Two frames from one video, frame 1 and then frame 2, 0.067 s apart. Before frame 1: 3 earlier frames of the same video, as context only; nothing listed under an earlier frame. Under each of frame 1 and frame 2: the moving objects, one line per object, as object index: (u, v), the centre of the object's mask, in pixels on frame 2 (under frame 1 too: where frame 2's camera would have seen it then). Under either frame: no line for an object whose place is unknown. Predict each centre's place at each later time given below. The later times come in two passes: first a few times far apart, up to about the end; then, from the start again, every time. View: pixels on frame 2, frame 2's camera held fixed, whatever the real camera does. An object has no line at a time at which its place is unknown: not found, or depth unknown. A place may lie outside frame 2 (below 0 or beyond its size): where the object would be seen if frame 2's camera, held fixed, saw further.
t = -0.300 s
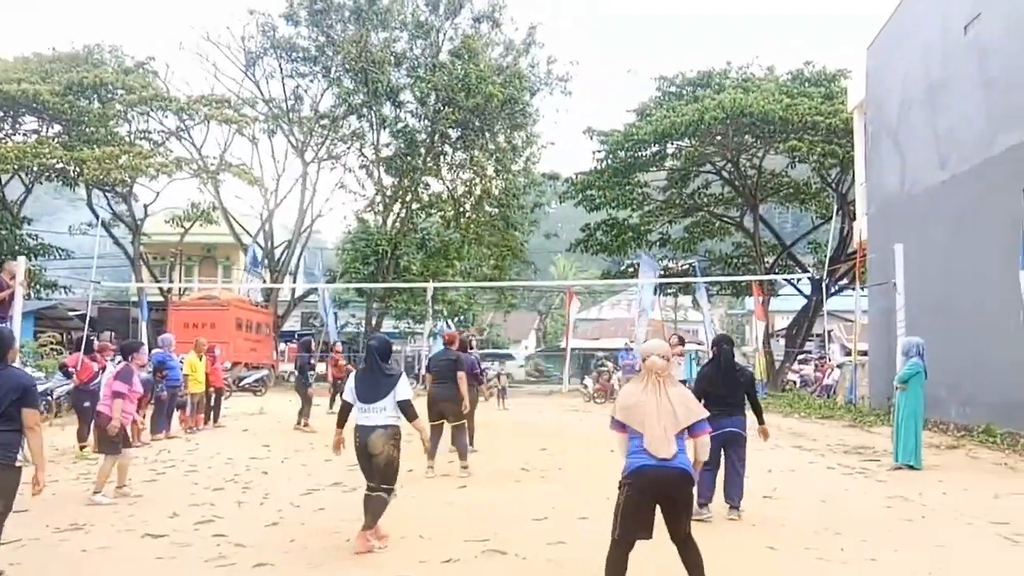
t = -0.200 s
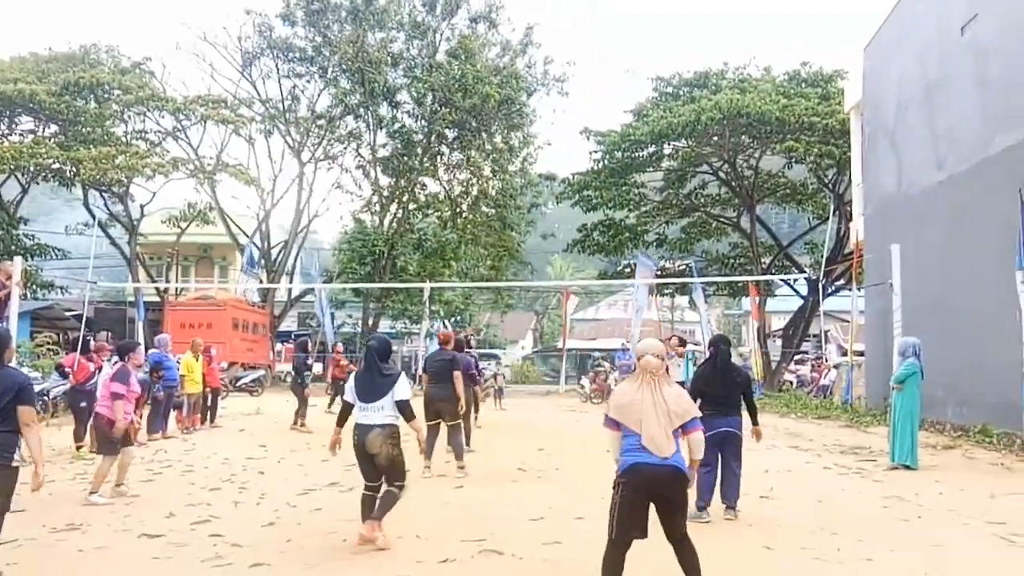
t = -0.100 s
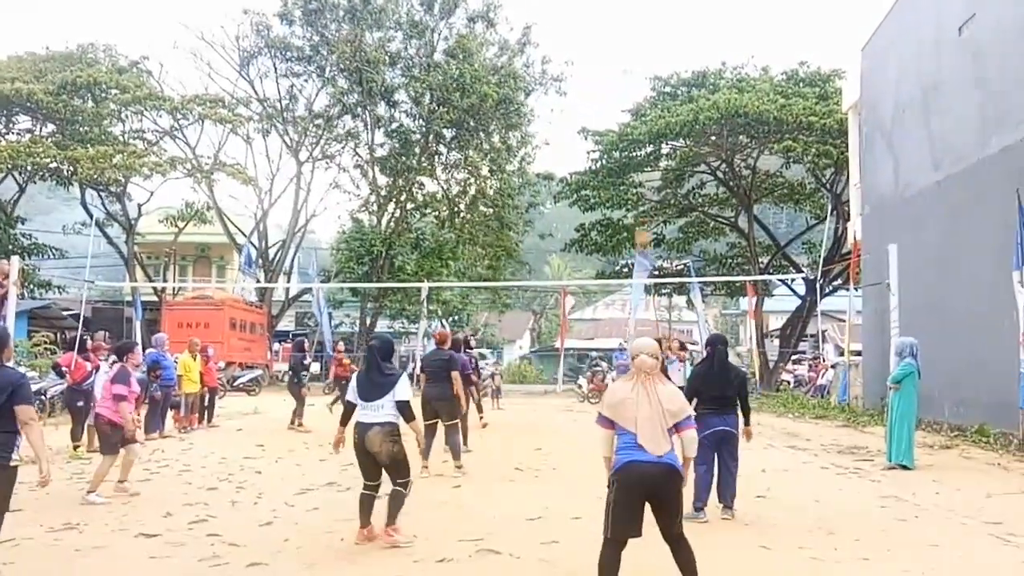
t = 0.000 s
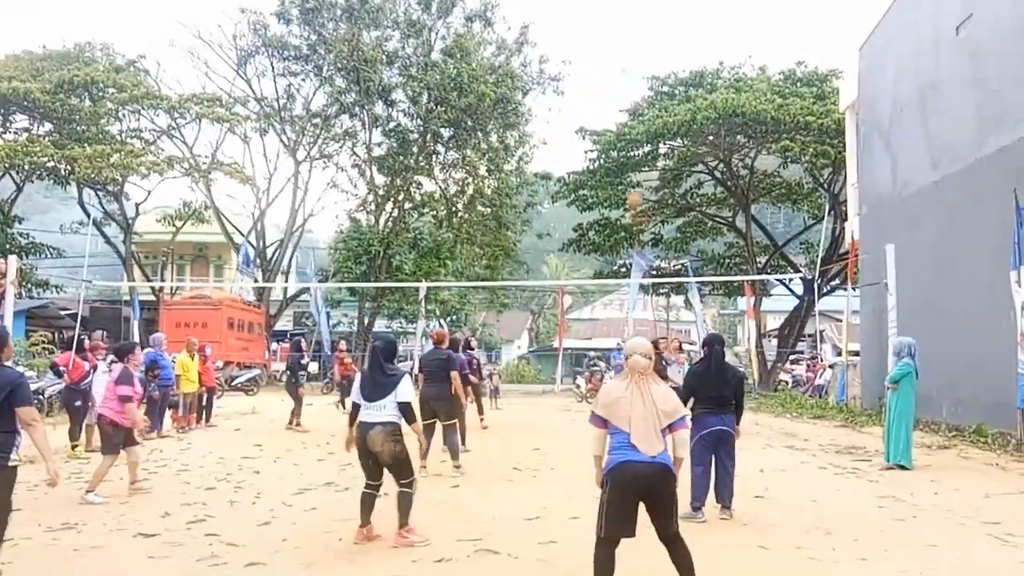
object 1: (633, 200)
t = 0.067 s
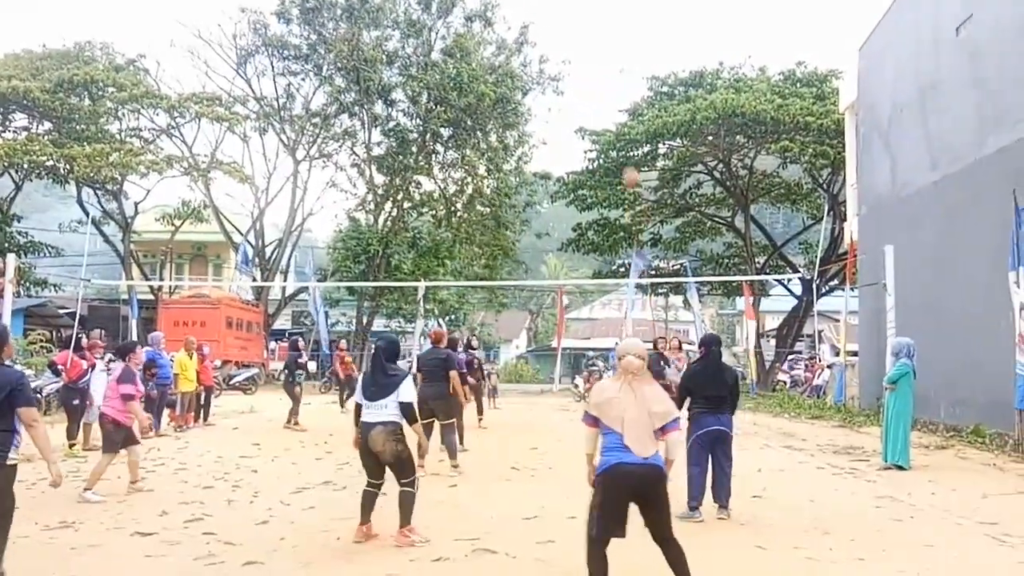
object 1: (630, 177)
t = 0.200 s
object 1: (622, 138)
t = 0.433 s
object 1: (607, 93)
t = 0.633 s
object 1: (591, 87)
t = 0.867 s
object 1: (569, 131)
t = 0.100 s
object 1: (628, 167)
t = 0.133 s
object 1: (627, 158)
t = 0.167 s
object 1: (624, 148)
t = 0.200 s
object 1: (622, 138)
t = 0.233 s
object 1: (622, 131)
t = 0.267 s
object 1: (620, 124)
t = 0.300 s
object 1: (618, 118)
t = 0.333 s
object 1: (615, 109)
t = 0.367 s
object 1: (612, 103)
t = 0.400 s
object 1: (610, 98)
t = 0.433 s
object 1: (607, 93)
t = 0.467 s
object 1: (605, 90)
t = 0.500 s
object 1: (602, 87)
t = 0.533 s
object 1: (600, 85)
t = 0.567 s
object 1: (597, 85)
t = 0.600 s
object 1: (594, 85)
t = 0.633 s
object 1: (591, 87)
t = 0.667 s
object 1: (588, 89)
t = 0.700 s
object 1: (585, 93)
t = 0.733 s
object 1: (582, 98)
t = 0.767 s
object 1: (578, 104)
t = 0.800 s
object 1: (575, 111)
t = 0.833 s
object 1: (571, 120)
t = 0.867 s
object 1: (569, 131)
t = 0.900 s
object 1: (564, 143)
